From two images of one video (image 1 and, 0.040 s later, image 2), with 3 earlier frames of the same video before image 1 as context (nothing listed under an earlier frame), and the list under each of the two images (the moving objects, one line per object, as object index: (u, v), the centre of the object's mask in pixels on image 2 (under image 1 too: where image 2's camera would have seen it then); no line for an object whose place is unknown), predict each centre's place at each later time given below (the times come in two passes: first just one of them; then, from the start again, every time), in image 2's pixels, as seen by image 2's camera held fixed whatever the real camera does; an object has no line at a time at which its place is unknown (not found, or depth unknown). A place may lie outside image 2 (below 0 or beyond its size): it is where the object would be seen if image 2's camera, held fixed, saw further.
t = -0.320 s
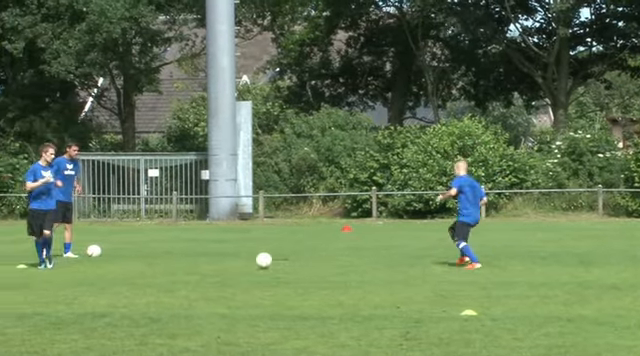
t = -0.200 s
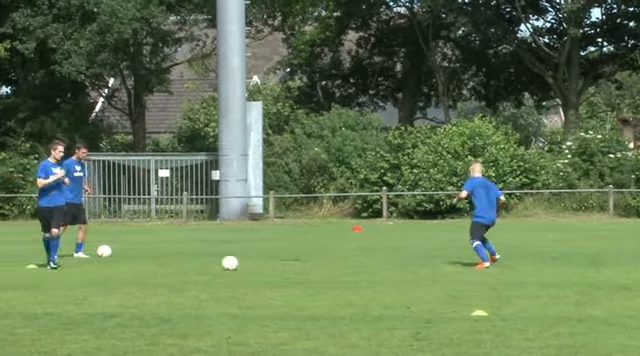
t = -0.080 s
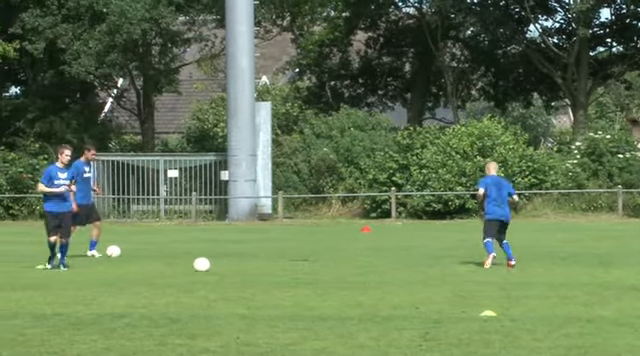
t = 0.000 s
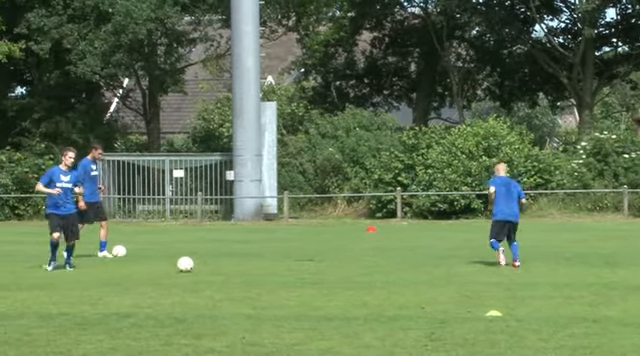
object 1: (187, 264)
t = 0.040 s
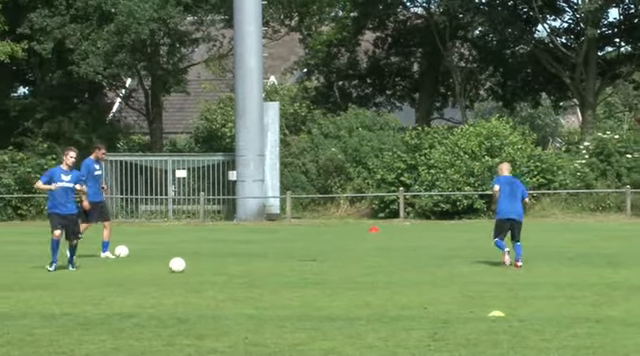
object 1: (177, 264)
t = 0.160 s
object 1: (146, 266)
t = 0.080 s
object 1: (166, 265)
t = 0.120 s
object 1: (156, 265)
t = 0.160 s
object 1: (146, 266)
